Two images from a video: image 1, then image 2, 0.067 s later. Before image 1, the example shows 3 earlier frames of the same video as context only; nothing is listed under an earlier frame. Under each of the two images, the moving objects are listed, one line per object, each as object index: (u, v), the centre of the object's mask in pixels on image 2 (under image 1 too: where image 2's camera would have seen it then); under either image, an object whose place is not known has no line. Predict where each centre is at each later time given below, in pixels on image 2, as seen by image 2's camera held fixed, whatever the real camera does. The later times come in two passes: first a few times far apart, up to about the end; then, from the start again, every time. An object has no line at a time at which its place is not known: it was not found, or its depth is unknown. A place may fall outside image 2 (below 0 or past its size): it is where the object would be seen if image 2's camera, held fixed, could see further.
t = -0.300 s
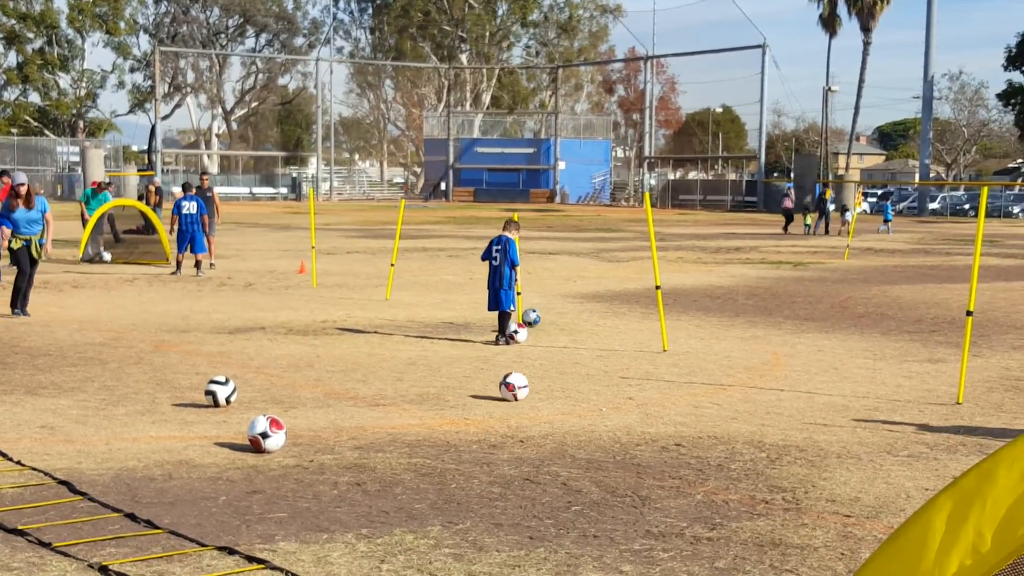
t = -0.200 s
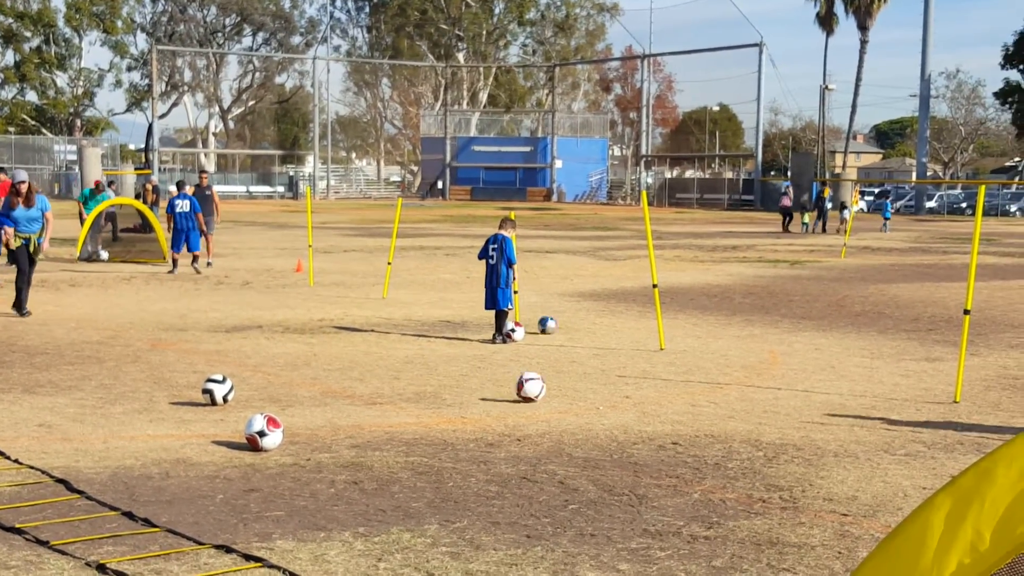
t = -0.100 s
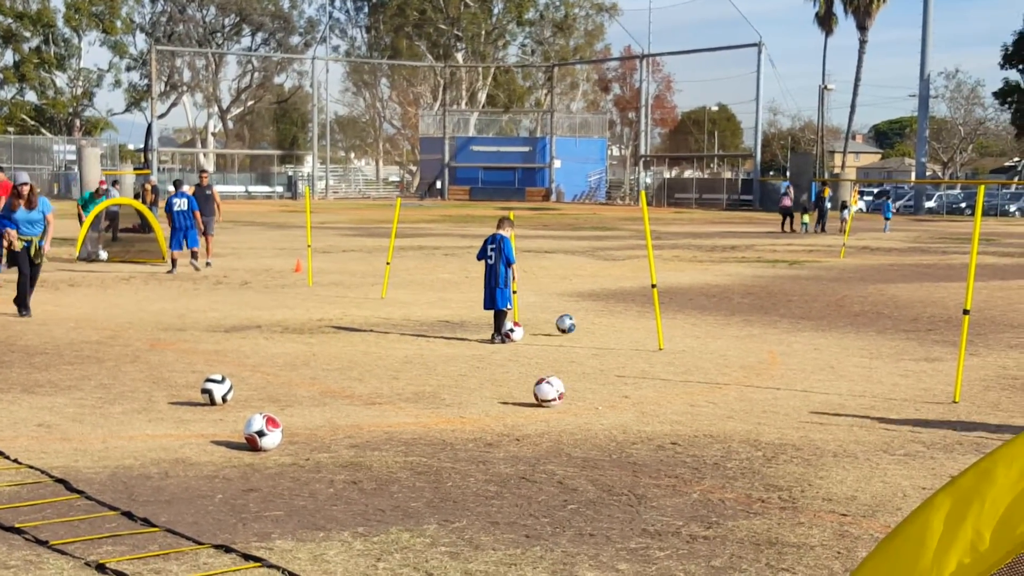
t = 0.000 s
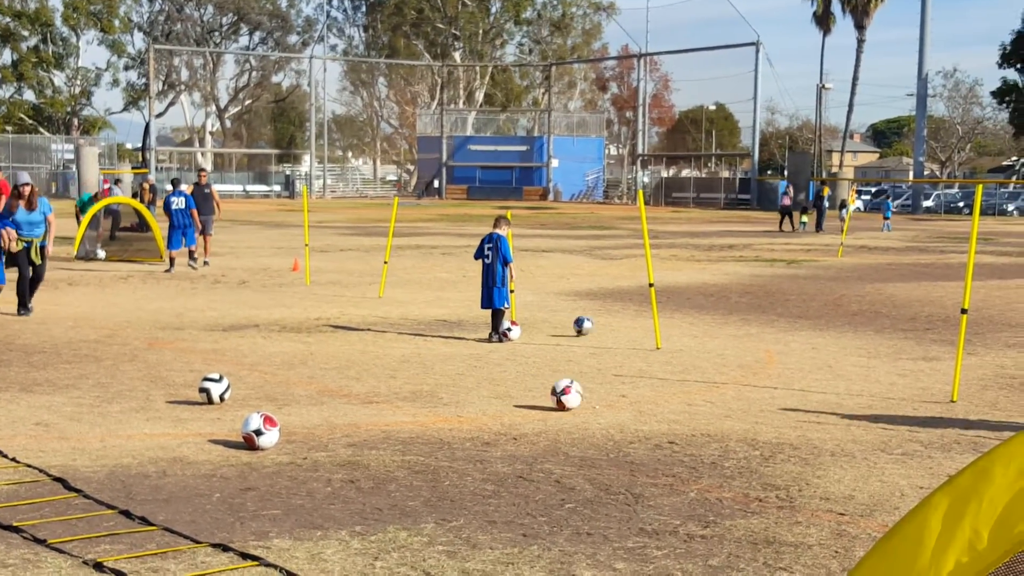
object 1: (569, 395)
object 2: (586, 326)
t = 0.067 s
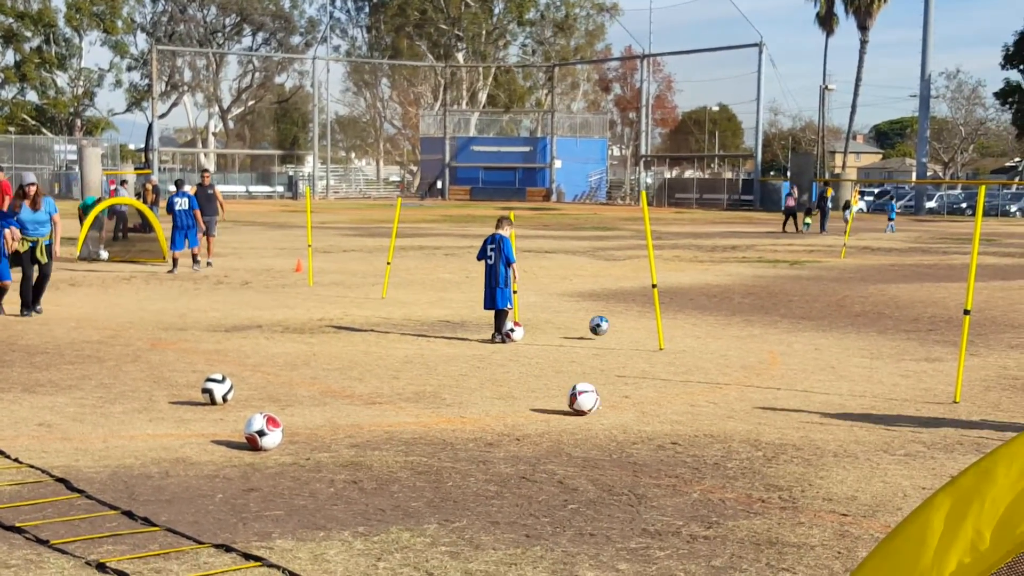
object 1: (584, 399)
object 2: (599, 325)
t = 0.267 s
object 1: (625, 407)
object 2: (639, 330)
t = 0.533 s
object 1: (685, 421)
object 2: (693, 339)
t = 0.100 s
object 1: (589, 400)
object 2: (606, 327)
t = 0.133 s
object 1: (597, 402)
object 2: (612, 330)
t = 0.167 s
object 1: (604, 403)
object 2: (619, 331)
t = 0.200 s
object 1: (611, 405)
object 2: (625, 330)
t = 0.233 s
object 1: (618, 407)
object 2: (632, 329)
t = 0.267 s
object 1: (625, 407)
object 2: (639, 330)
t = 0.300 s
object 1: (633, 409)
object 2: (645, 332)
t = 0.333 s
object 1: (640, 410)
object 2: (651, 335)
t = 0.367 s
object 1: (647, 411)
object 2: (658, 334)
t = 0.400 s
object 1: (654, 413)
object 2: (668, 333)
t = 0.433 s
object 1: (662, 415)
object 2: (673, 333)
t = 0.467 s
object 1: (670, 417)
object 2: (679, 334)
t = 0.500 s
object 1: (678, 419)
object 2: (686, 336)
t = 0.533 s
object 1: (685, 421)
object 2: (693, 339)
